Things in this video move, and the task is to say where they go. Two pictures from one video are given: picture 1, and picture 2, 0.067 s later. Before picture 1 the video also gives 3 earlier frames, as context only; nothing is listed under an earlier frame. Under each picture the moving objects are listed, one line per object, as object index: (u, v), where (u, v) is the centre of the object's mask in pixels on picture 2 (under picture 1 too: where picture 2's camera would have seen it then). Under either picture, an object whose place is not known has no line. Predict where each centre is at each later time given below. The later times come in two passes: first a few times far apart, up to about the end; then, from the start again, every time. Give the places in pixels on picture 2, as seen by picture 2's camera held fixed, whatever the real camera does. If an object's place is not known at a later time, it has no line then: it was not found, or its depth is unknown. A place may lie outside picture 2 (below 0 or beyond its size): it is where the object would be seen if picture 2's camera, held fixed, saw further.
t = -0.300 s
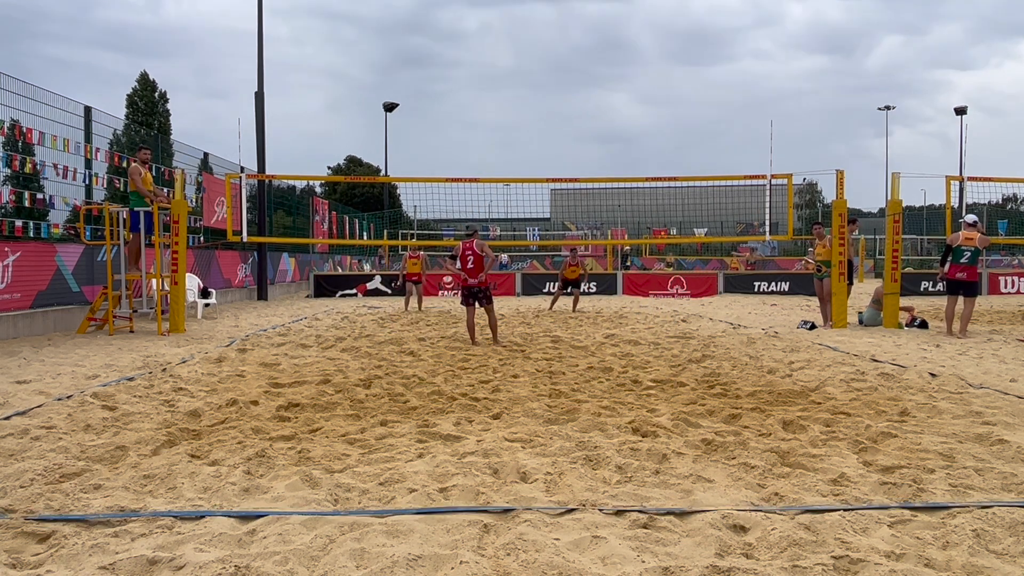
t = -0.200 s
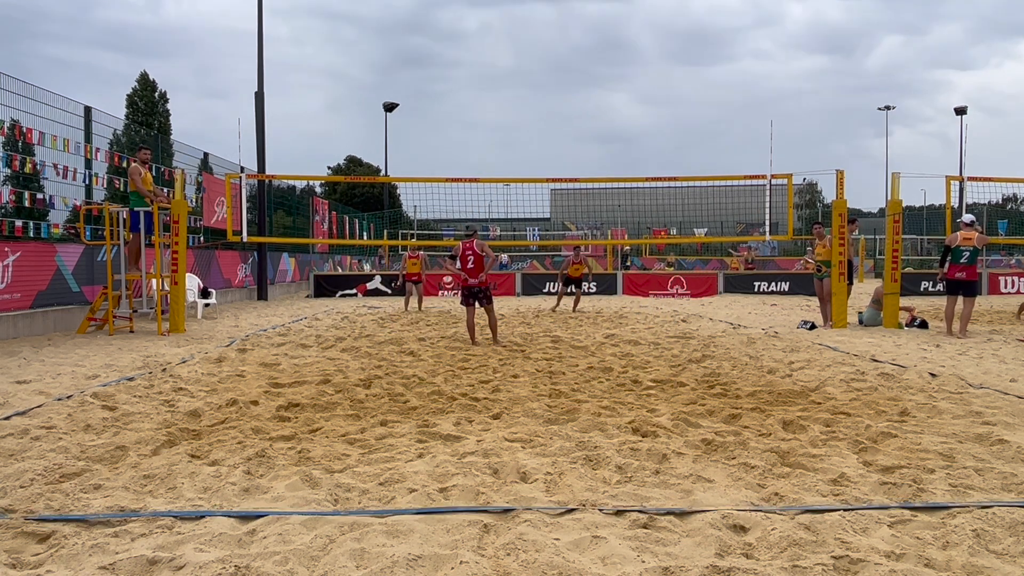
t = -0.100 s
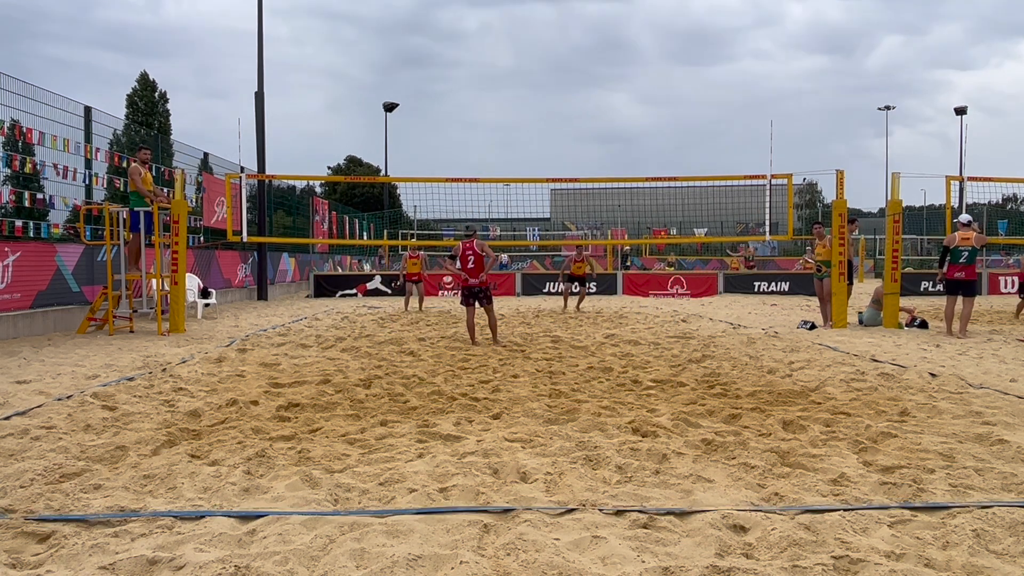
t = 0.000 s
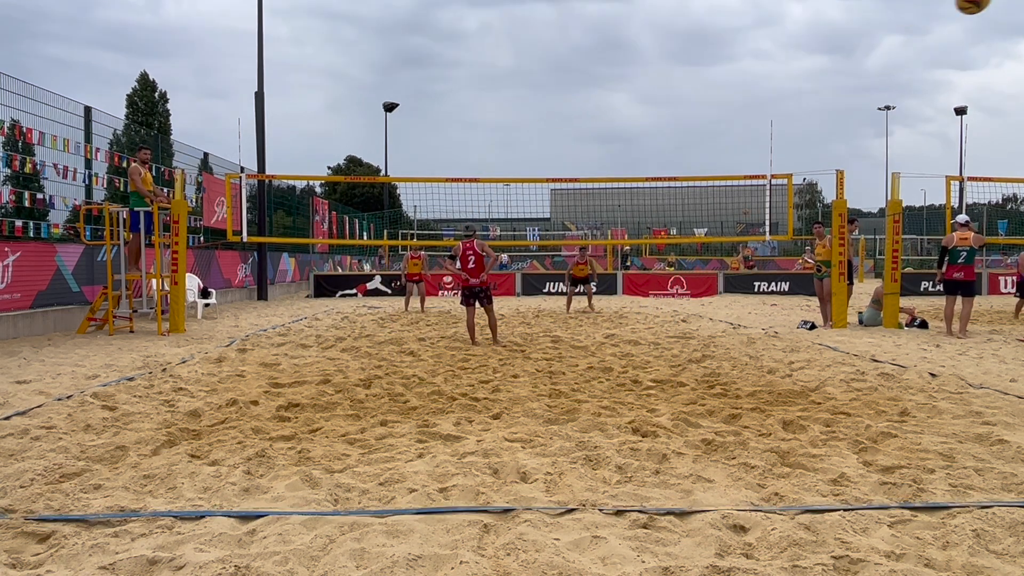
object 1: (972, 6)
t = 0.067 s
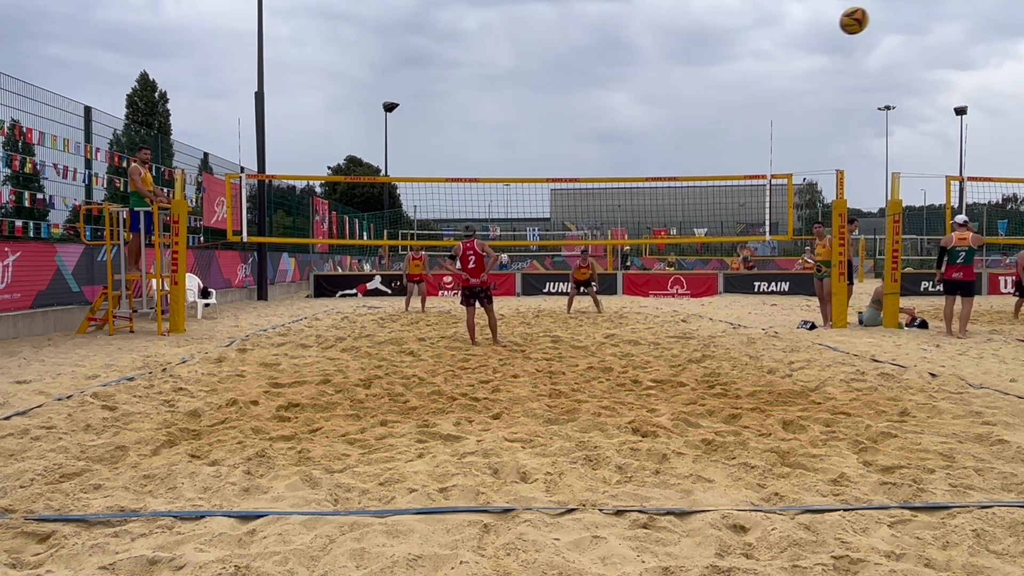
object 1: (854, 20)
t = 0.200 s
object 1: (700, 59)
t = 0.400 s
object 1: (569, 110)
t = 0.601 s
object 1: (492, 161)
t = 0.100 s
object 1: (807, 31)
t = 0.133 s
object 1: (767, 40)
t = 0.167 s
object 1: (732, 49)
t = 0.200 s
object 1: (700, 59)
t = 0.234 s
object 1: (672, 67)
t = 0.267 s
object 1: (647, 76)
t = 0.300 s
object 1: (625, 85)
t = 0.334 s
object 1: (604, 94)
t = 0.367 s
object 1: (586, 102)
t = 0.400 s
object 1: (569, 110)
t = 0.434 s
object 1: (554, 119)
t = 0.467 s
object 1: (539, 128)
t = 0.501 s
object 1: (526, 136)
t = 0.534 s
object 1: (513, 144)
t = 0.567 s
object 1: (502, 153)
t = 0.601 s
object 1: (492, 161)
